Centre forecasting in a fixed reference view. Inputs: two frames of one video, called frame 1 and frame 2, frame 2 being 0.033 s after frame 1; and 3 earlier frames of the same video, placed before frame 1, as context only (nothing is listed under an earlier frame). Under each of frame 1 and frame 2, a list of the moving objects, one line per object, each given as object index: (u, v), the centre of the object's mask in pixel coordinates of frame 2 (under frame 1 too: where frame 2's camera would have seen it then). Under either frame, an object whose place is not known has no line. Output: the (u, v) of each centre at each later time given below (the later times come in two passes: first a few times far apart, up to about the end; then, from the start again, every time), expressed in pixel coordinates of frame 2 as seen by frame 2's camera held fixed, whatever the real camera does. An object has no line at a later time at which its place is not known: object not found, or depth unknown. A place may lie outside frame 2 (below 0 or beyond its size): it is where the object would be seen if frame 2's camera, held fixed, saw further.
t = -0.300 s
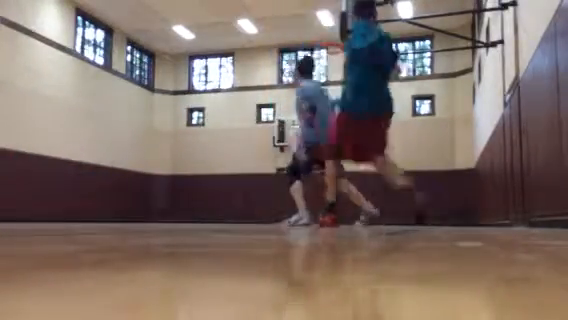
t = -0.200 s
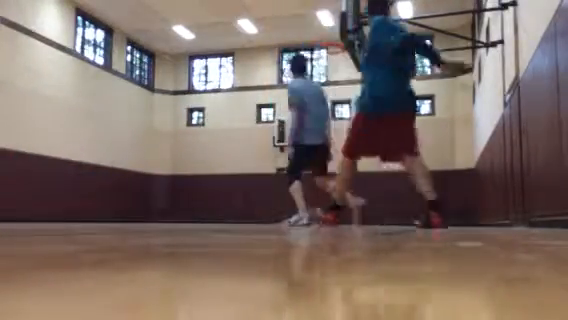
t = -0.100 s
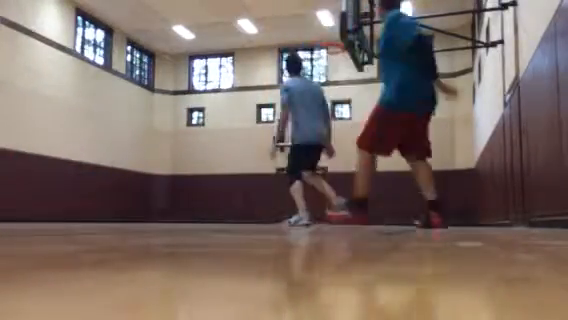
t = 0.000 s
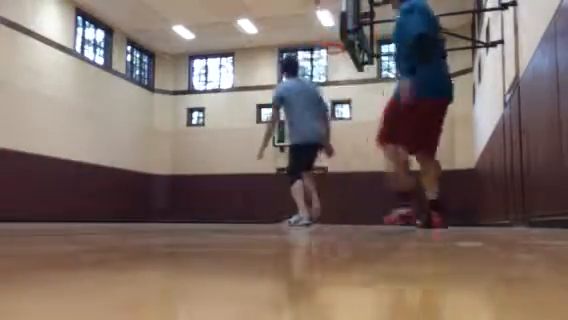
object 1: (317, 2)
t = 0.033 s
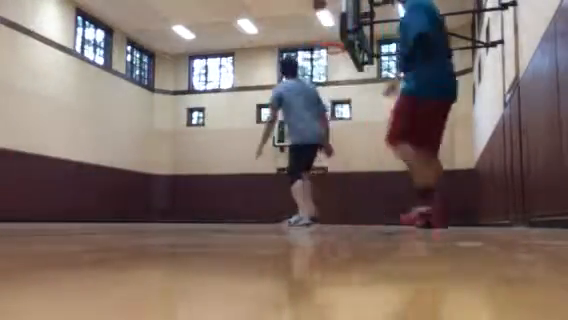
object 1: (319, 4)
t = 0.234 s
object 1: (310, 26)
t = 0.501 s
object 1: (272, 7)
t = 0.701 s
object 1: (239, 22)
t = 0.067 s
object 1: (319, 12)
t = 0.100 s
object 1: (317, 23)
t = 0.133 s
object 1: (319, 32)
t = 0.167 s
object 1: (320, 39)
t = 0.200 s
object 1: (314, 31)
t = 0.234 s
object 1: (310, 26)
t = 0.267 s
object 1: (305, 22)
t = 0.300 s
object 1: (301, 18)
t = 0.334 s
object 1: (297, 14)
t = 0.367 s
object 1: (292, 12)
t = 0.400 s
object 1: (287, 10)
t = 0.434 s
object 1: (282, 8)
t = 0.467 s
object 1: (277, 7)
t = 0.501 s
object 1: (272, 7)
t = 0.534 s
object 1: (267, 8)
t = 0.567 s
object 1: (262, 9)
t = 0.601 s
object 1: (256, 11)
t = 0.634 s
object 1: (254, 12)
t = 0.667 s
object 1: (246, 16)
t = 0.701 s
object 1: (239, 22)
